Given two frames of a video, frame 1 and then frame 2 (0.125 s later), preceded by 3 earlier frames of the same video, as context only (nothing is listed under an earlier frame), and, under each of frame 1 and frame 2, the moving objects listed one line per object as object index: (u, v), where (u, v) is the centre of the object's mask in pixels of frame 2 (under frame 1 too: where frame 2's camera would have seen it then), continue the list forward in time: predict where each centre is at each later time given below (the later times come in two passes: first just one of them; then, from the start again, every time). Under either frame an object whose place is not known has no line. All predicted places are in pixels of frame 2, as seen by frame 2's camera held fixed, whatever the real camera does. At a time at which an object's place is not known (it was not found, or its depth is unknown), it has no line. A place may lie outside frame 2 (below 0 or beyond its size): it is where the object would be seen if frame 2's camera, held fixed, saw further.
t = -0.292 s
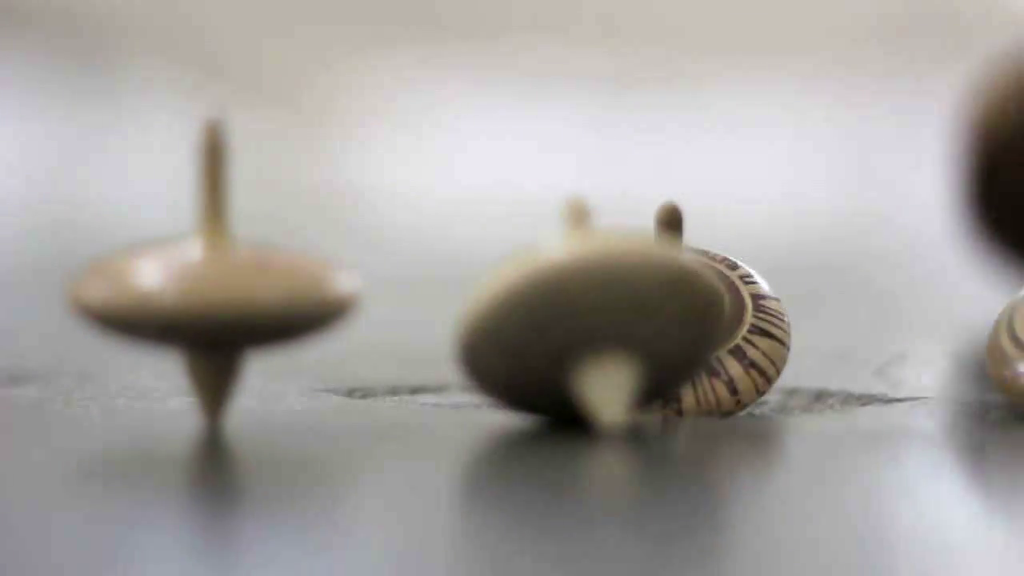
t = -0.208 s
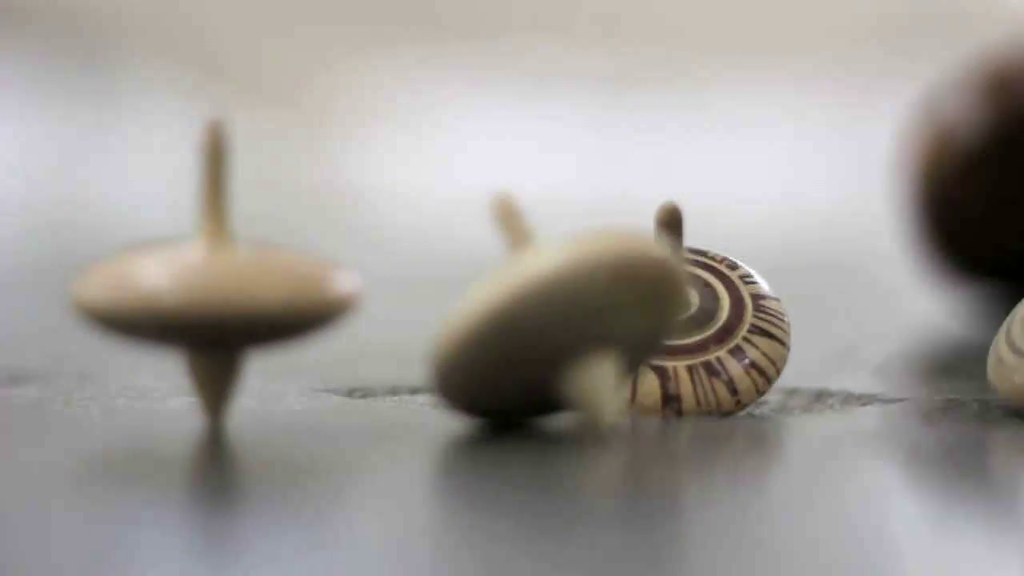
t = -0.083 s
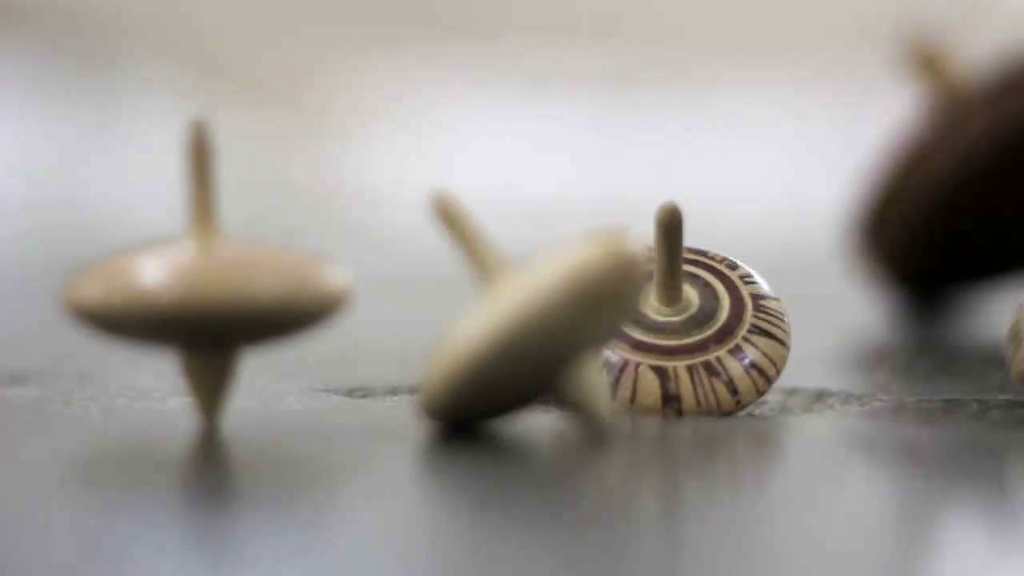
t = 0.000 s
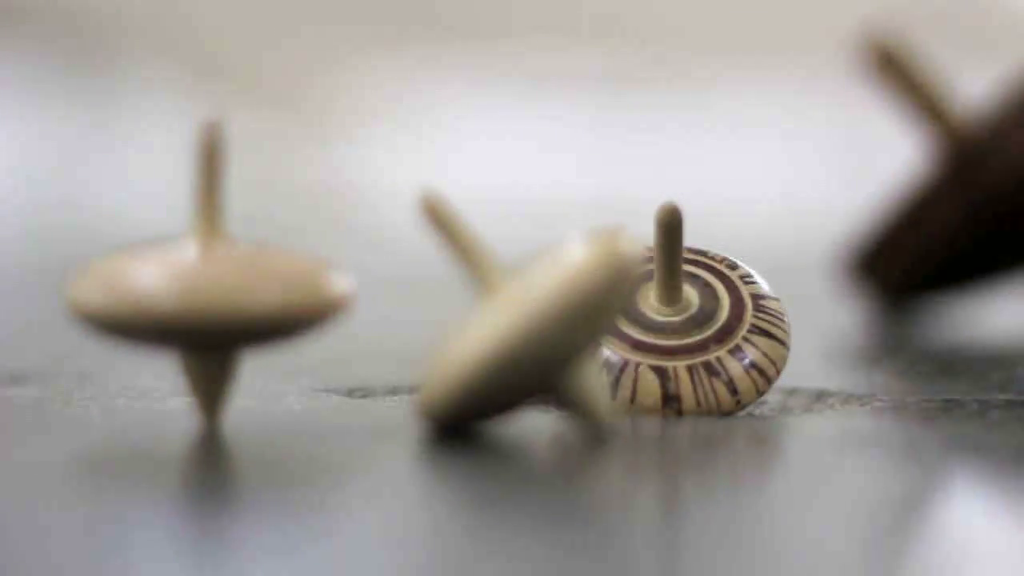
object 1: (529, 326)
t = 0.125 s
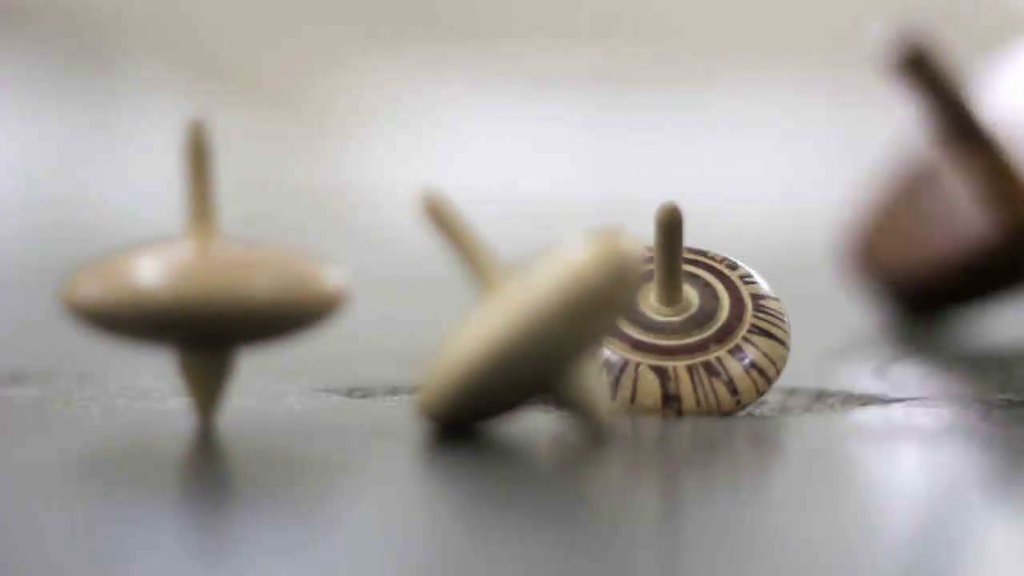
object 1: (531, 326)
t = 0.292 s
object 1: (552, 324)
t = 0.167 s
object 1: (532, 326)
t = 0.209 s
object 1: (535, 325)
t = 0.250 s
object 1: (541, 325)
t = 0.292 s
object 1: (552, 324)
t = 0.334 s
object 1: (564, 323)
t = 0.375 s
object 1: (581, 323)
